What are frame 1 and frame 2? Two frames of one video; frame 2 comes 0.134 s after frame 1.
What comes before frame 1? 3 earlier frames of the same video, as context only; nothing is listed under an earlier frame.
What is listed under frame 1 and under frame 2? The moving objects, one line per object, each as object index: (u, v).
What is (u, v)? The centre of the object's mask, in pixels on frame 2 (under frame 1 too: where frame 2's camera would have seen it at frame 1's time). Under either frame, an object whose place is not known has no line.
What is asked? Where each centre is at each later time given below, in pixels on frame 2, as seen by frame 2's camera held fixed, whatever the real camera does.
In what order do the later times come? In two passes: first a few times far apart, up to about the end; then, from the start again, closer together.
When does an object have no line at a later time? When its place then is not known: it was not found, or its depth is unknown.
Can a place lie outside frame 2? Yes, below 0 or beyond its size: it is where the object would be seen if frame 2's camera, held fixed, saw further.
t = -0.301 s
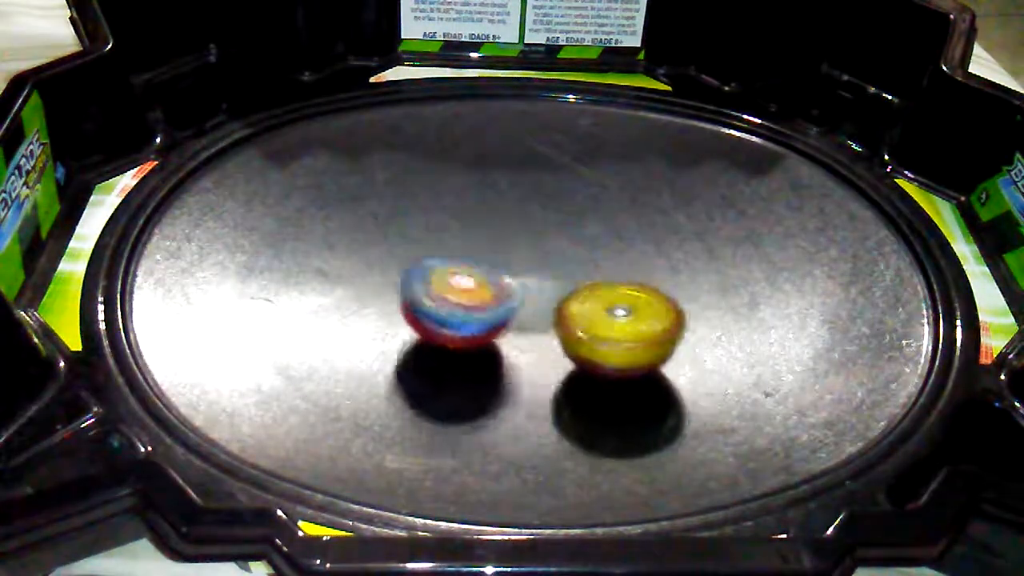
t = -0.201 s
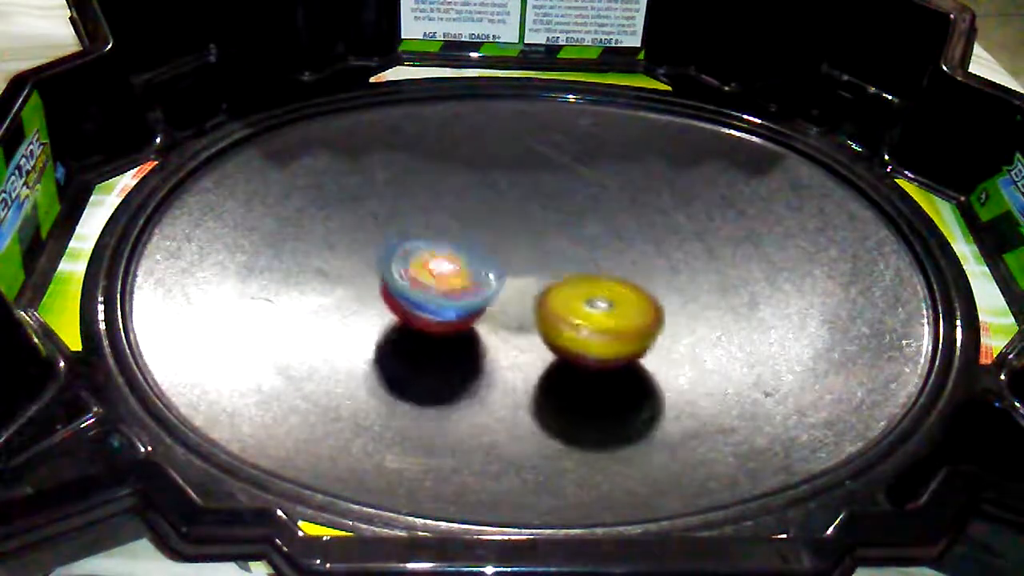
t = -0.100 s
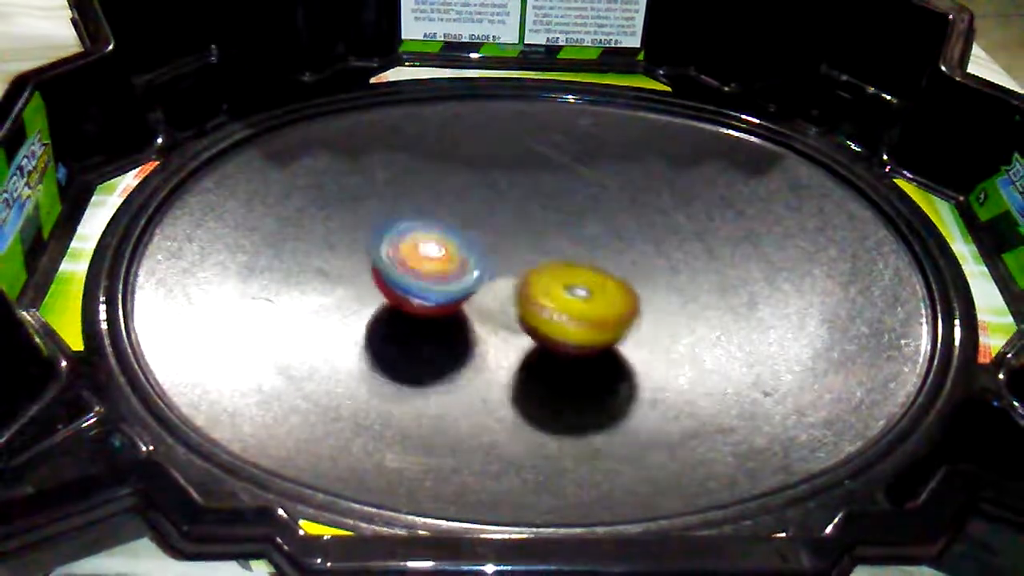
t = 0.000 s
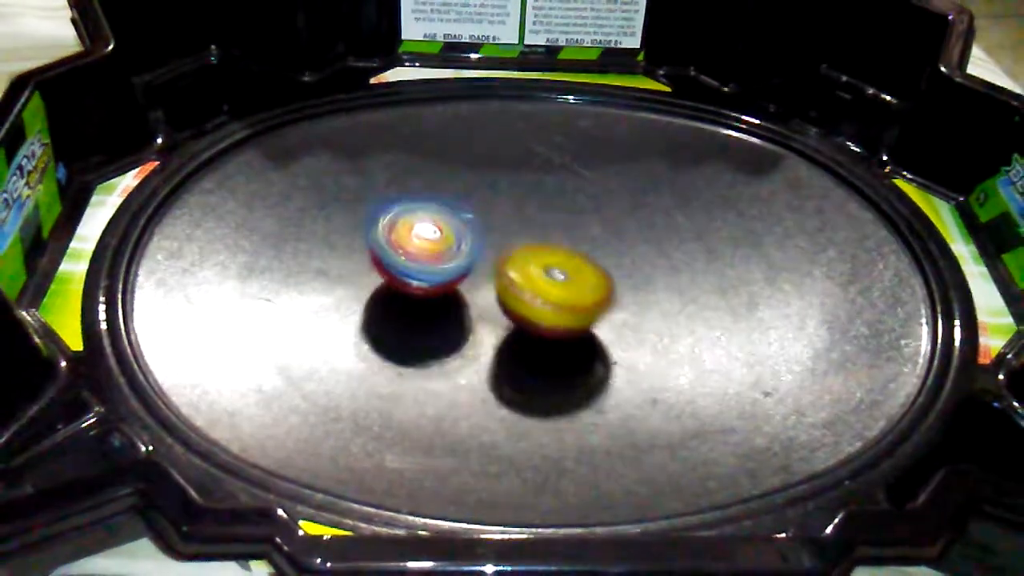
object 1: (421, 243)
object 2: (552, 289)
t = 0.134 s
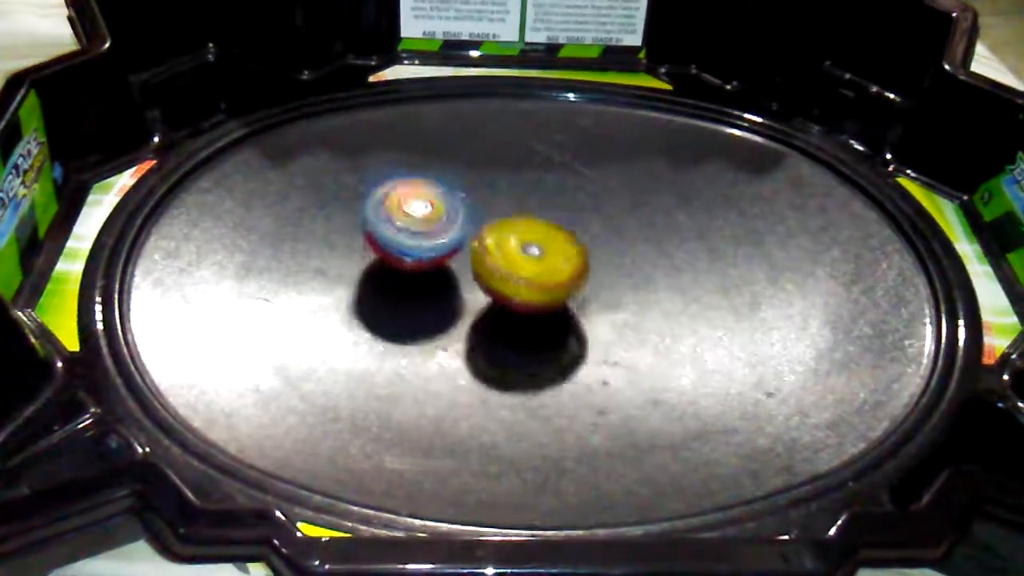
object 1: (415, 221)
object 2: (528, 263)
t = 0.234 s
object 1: (408, 207)
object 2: (523, 247)
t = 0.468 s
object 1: (411, 239)
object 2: (532, 221)
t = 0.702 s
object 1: (452, 282)
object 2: (548, 226)
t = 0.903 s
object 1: (472, 320)
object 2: (549, 249)
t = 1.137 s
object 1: (469, 348)
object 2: (542, 274)
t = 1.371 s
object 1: (425, 345)
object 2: (551, 272)
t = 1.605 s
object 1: (421, 314)
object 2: (568, 274)
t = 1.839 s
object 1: (410, 287)
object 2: (627, 276)
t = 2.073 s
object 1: (482, 273)
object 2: (628, 290)
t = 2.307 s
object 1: (503, 234)
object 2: (618, 319)
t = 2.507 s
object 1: (502, 232)
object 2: (565, 308)
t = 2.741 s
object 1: (465, 229)
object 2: (530, 300)
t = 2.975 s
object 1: (463, 223)
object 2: (516, 306)
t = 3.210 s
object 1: (462, 220)
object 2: (518, 300)
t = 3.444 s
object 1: (462, 221)
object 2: (525, 291)
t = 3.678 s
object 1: (465, 224)
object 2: (527, 297)
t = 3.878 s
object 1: (463, 219)
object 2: (522, 294)
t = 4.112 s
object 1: (453, 227)
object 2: (517, 300)
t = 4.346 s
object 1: (452, 228)
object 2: (524, 297)
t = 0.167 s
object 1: (414, 213)
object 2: (526, 258)
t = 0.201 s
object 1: (412, 208)
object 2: (524, 252)
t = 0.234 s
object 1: (408, 207)
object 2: (523, 247)
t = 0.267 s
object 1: (406, 207)
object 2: (524, 242)
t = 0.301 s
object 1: (402, 213)
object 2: (524, 237)
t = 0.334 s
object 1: (402, 217)
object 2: (525, 233)
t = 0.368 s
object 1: (403, 218)
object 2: (526, 230)
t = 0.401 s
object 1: (402, 228)
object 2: (528, 226)
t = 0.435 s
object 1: (406, 230)
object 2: (529, 223)
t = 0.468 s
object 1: (411, 239)
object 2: (532, 221)
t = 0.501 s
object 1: (416, 243)
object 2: (534, 220)
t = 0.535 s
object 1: (424, 249)
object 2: (537, 219)
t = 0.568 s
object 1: (431, 258)
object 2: (539, 220)
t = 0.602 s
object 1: (438, 266)
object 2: (541, 221)
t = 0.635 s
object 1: (443, 272)
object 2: (543, 222)
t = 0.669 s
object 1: (446, 276)
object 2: (545, 224)
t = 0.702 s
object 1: (452, 282)
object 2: (548, 226)
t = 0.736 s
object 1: (457, 284)
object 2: (549, 229)
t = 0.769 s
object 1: (464, 291)
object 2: (549, 233)
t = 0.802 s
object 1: (467, 300)
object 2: (548, 237)
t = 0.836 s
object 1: (469, 311)
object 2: (549, 241)
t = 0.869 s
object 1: (471, 313)
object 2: (549, 245)
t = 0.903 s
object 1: (472, 320)
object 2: (549, 249)
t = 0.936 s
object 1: (472, 328)
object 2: (550, 254)
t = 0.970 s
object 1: (471, 333)
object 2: (550, 259)
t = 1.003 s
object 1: (471, 338)
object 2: (548, 262)
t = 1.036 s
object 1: (472, 344)
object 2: (546, 267)
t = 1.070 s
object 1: (471, 346)
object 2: (544, 271)
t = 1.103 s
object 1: (472, 348)
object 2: (542, 273)
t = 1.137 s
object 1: (469, 348)
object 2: (542, 274)
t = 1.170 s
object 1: (461, 350)
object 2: (547, 273)
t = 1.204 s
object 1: (455, 353)
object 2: (550, 272)
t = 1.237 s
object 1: (451, 355)
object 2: (550, 272)
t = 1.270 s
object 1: (444, 358)
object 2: (551, 272)
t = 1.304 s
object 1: (437, 351)
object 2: (550, 272)
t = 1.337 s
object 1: (429, 346)
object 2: (551, 272)
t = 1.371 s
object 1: (425, 345)
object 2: (551, 272)
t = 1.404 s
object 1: (425, 336)
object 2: (550, 273)
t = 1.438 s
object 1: (423, 330)
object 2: (550, 273)
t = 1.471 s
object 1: (425, 328)
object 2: (549, 274)
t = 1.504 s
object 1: (427, 324)
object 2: (548, 275)
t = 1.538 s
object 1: (429, 319)
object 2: (547, 275)
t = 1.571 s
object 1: (434, 317)
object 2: (550, 275)
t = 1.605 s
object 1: (421, 314)
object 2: (568, 274)
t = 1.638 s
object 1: (405, 309)
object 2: (585, 274)
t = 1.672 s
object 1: (389, 306)
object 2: (597, 274)
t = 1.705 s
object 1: (384, 302)
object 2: (606, 274)
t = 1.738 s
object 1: (386, 296)
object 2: (613, 275)
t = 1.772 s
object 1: (391, 286)
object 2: (619, 274)
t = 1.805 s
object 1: (401, 290)
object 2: (623, 275)
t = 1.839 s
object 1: (410, 287)
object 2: (627, 276)
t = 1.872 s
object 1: (423, 280)
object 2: (630, 278)
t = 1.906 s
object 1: (431, 281)
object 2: (633, 279)
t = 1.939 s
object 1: (439, 280)
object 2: (634, 281)
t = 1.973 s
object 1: (449, 278)
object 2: (635, 282)
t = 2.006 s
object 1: (462, 276)
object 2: (634, 284)
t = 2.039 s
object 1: (470, 273)
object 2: (632, 287)
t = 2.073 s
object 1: (482, 273)
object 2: (628, 290)
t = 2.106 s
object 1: (492, 272)
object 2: (625, 291)
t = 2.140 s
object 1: (500, 271)
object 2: (620, 293)
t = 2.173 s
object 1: (502, 263)
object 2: (623, 300)
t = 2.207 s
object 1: (499, 252)
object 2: (628, 310)
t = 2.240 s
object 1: (498, 242)
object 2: (627, 316)
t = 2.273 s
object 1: (500, 239)
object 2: (622, 318)
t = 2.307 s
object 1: (503, 234)
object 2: (618, 319)
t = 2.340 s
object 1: (503, 231)
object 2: (614, 320)
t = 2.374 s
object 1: (503, 229)
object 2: (608, 320)
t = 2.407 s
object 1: (502, 229)
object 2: (599, 320)
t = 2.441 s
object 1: (503, 231)
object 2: (589, 317)
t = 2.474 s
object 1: (504, 234)
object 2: (577, 313)
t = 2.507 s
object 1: (502, 232)
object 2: (565, 308)
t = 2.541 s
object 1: (497, 233)
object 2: (556, 309)
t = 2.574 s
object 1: (490, 232)
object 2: (550, 307)
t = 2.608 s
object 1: (483, 232)
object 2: (546, 305)
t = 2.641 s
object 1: (477, 232)
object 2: (541, 304)
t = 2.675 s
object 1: (473, 233)
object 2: (538, 302)
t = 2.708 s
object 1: (466, 233)
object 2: (534, 300)
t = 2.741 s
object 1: (465, 229)
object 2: (530, 300)
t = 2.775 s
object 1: (466, 226)
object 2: (527, 299)
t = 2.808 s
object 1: (464, 225)
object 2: (524, 298)
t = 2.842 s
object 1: (465, 222)
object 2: (522, 303)
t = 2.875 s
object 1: (466, 221)
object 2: (519, 306)
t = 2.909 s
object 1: (465, 222)
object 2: (515, 307)
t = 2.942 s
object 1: (464, 223)
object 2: (515, 306)
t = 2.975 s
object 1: (463, 223)
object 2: (516, 306)
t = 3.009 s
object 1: (463, 223)
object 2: (516, 307)
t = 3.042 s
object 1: (465, 222)
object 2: (514, 307)
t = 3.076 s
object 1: (466, 222)
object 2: (514, 306)
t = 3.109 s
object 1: (466, 221)
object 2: (514, 304)
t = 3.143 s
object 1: (466, 221)
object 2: (514, 303)
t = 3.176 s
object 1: (464, 221)
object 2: (517, 302)
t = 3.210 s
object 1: (462, 220)
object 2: (518, 300)
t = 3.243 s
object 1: (462, 220)
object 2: (518, 296)
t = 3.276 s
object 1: (463, 220)
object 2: (521, 293)
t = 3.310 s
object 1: (463, 220)
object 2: (524, 294)
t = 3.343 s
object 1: (463, 220)
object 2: (525, 293)
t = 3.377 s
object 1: (462, 221)
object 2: (525, 292)
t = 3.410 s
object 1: (462, 221)
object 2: (525, 292)
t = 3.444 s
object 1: (462, 221)
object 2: (525, 291)
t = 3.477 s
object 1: (463, 222)
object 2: (527, 292)
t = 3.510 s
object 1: (464, 223)
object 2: (528, 294)
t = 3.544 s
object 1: (464, 223)
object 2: (527, 296)
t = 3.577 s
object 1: (465, 224)
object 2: (526, 296)
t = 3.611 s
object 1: (465, 224)
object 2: (528, 297)
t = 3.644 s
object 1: (465, 224)
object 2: (528, 297)
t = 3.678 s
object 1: (465, 224)
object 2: (527, 297)
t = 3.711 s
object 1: (465, 224)
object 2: (528, 297)
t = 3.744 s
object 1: (464, 223)
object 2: (528, 297)
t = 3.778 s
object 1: (464, 223)
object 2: (528, 296)
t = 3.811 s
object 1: (463, 222)
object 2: (527, 294)
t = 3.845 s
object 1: (463, 221)
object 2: (525, 294)
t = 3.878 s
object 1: (463, 219)
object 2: (522, 294)
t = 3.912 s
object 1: (463, 220)
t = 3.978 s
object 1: (460, 220)
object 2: (514, 296)
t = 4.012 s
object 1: (459, 222)
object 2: (511, 298)
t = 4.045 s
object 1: (458, 225)
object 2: (513, 298)
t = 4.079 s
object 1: (456, 226)
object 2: (517, 299)
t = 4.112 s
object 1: (453, 227)
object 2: (517, 300)
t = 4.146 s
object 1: (452, 227)
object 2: (517, 301)
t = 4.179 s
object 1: (452, 227)
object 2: (517, 300)
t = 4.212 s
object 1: (454, 227)
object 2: (517, 301)
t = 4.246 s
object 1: (454, 226)
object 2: (516, 299)
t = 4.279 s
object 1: (453, 226)
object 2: (518, 297)
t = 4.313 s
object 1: (452, 227)
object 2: (522, 297)
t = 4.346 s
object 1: (452, 228)
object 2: (524, 297)
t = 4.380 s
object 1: (452, 228)
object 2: (525, 296)
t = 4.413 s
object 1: (451, 228)
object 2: (524, 295)
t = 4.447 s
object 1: (451, 228)
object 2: (524, 295)
